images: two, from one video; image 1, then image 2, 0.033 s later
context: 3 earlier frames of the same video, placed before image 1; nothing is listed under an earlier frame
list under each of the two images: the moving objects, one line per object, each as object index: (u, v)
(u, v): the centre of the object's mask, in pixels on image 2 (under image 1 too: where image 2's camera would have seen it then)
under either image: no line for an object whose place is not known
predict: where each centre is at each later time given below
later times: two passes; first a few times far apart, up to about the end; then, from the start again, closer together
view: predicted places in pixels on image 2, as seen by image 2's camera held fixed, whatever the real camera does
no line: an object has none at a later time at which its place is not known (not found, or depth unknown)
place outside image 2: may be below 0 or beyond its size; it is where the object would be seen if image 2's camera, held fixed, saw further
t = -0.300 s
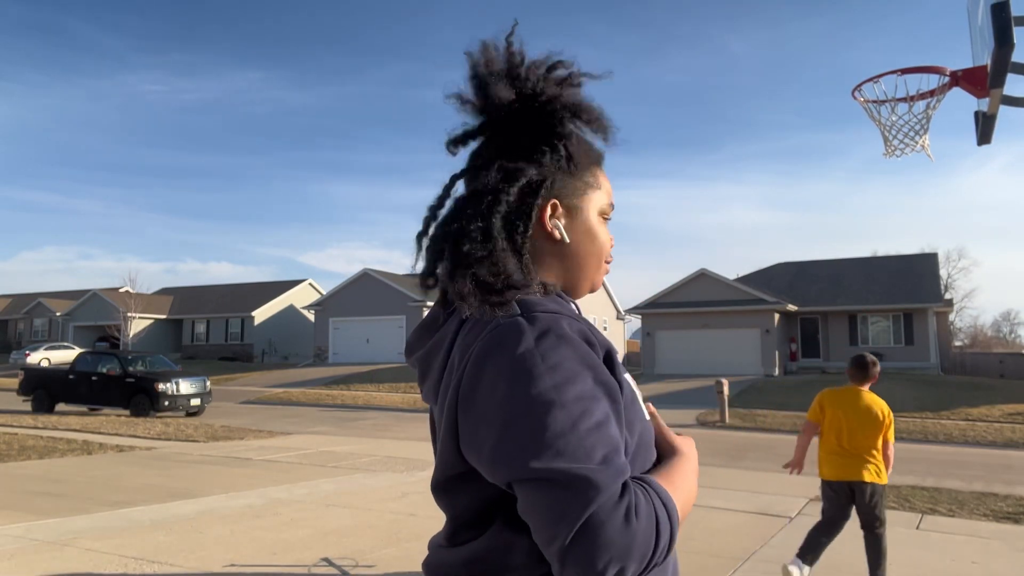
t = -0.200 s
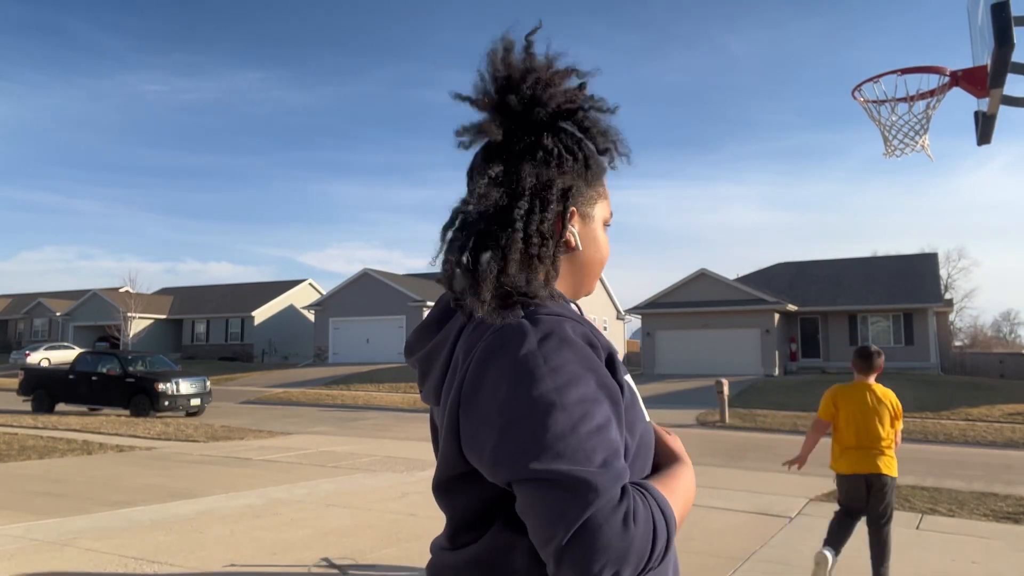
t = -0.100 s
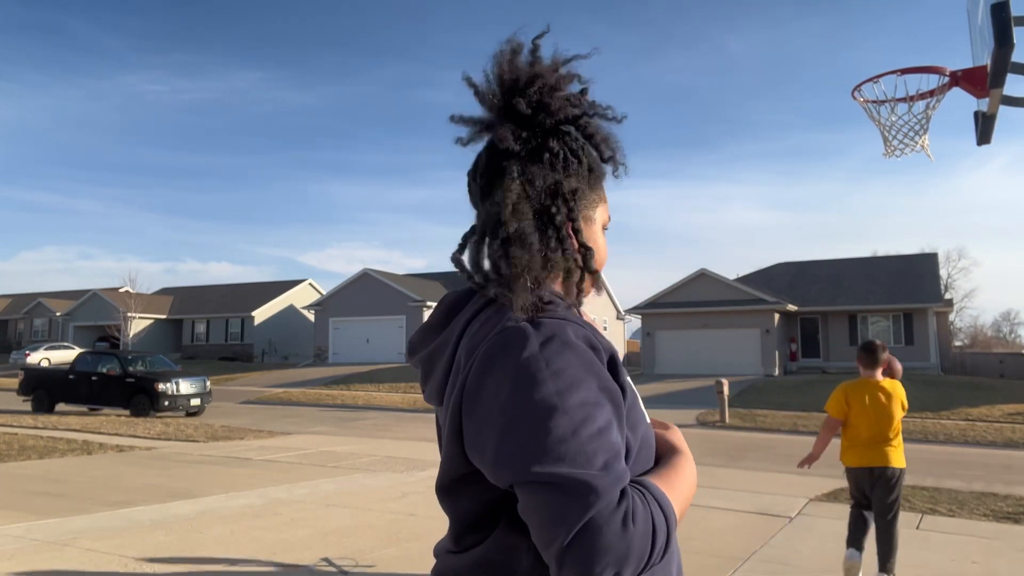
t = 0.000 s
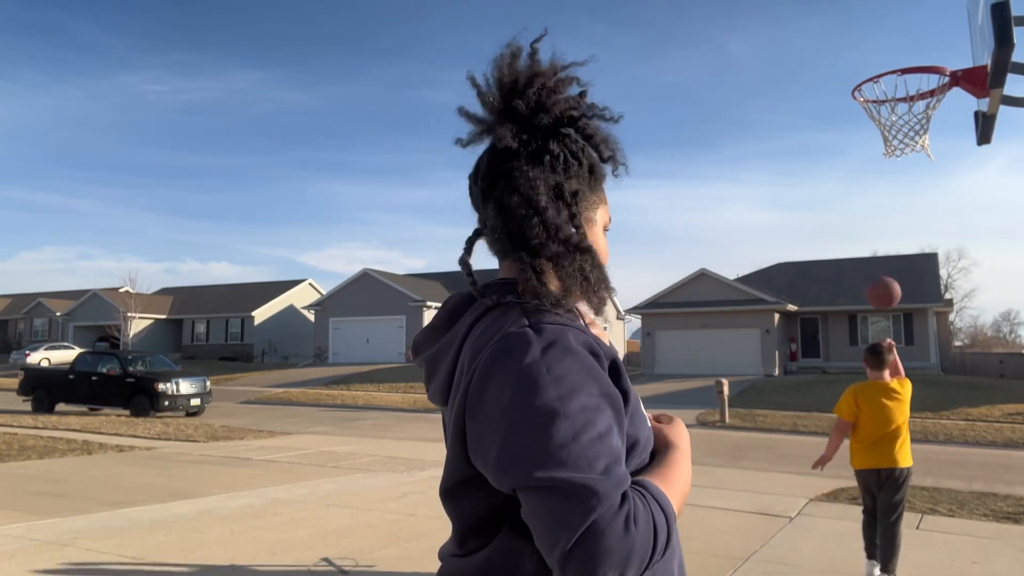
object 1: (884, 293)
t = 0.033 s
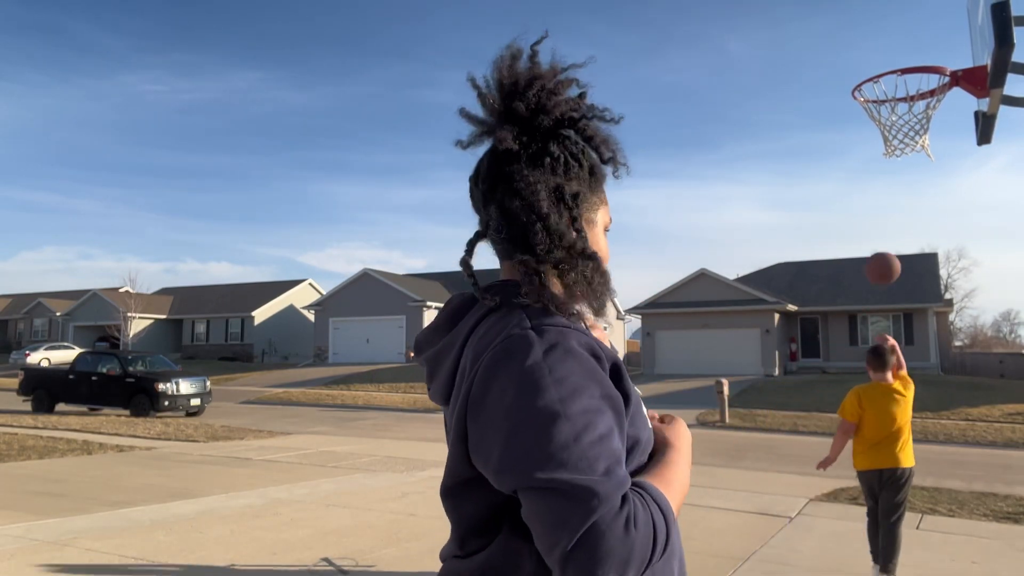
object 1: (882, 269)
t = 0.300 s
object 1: (882, 107)
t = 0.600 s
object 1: (891, 27)
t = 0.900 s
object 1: (908, 86)
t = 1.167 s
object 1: (885, 256)
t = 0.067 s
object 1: (882, 244)
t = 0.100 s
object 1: (881, 221)
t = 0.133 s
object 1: (881, 199)
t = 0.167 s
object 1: (881, 178)
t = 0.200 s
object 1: (880, 160)
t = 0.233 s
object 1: (881, 141)
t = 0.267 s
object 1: (882, 124)
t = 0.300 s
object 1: (882, 107)
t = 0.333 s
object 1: (884, 94)
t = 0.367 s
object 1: (884, 82)
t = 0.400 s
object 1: (884, 69)
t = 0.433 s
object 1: (885, 59)
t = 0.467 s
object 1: (886, 50)
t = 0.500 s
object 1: (887, 42)
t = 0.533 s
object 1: (888, 35)
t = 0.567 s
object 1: (890, 30)
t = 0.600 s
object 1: (891, 27)
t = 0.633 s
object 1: (892, 26)
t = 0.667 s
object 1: (894, 26)
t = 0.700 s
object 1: (896, 29)
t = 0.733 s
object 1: (898, 34)
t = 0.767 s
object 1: (900, 40)
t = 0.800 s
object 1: (902, 48)
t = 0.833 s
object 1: (904, 58)
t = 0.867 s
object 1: (907, 71)
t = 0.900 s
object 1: (908, 86)
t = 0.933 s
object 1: (905, 103)
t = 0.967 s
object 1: (901, 123)
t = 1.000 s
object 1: (898, 141)
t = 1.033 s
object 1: (895, 161)
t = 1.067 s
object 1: (892, 182)
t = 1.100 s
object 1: (889, 205)
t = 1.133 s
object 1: (887, 230)
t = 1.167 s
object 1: (885, 256)
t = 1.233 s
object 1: (882, 312)
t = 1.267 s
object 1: (881, 343)
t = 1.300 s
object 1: (879, 375)
